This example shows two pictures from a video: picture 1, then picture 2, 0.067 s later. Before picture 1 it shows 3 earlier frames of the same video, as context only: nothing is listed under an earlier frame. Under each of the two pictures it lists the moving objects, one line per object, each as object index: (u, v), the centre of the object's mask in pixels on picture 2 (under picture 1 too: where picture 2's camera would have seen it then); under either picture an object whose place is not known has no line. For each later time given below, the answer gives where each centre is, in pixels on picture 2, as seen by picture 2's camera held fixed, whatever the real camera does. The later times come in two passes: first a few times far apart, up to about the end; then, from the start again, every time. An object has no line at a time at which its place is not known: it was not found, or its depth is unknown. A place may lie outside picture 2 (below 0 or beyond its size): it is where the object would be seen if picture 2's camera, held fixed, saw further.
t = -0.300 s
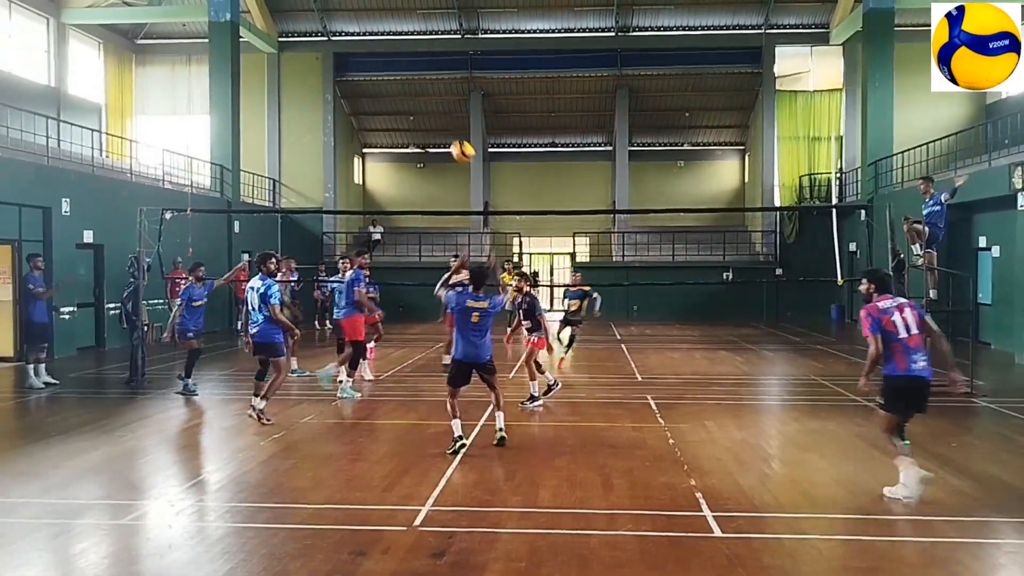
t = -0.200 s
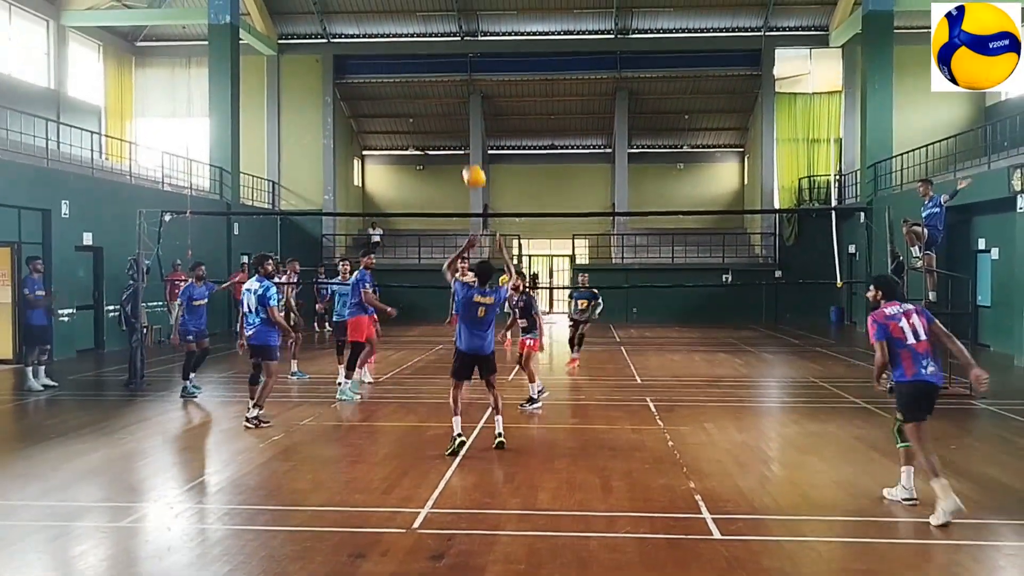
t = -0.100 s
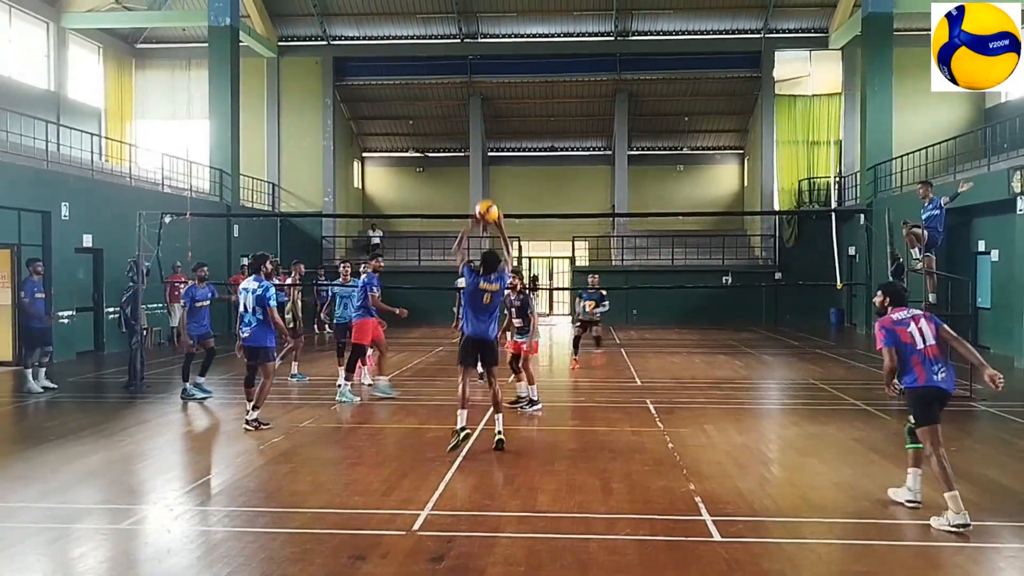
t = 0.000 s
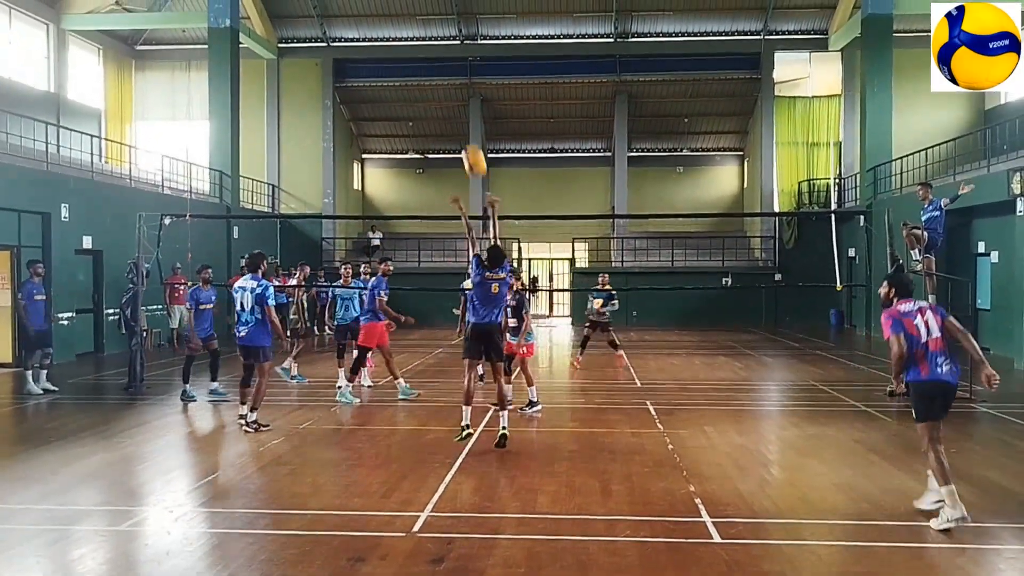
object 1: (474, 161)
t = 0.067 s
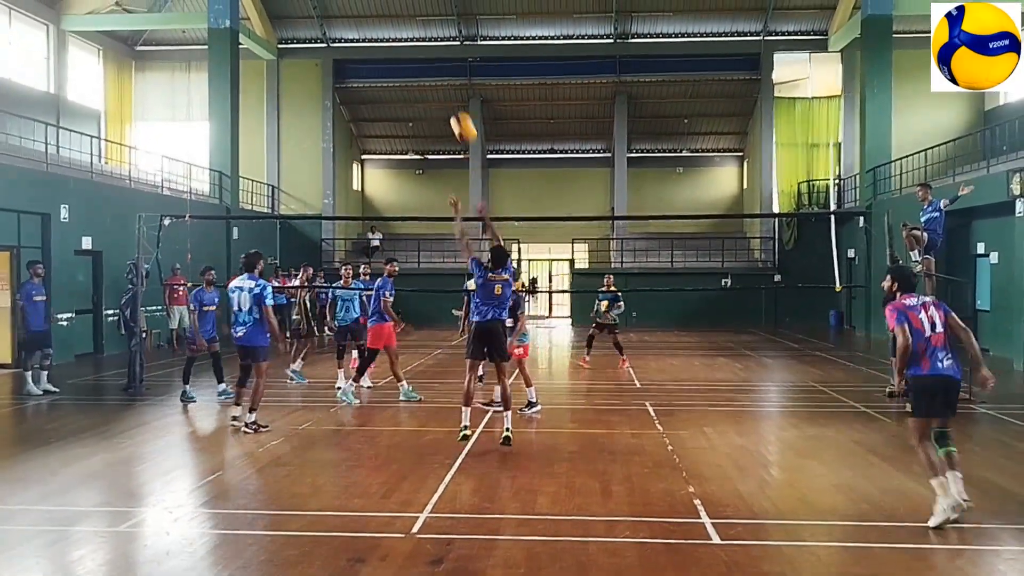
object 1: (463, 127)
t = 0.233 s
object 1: (440, 65)
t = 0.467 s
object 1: (412, 32)
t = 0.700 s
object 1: (388, 48)
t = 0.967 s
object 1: (365, 115)
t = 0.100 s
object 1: (459, 112)
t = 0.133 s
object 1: (454, 98)
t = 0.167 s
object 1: (449, 86)
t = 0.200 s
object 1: (445, 75)
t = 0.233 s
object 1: (440, 65)
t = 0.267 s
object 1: (436, 57)
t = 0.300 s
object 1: (432, 51)
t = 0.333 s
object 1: (428, 45)
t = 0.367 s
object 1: (424, 40)
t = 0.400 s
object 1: (420, 35)
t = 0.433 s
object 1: (416, 33)
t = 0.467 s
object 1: (412, 32)
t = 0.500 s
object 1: (409, 31)
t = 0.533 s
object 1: (405, 32)
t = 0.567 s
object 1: (402, 32)
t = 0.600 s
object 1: (399, 34)
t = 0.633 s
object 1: (395, 38)
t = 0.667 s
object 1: (391, 42)
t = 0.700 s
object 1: (388, 48)
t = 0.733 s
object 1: (385, 54)
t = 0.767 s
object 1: (382, 60)
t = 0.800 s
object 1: (379, 67)
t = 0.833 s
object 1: (376, 75)
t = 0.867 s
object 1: (373, 84)
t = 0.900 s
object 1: (371, 94)
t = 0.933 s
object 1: (368, 104)
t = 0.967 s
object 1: (365, 115)
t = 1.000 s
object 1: (362, 127)
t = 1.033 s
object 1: (360, 140)
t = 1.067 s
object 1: (357, 152)
